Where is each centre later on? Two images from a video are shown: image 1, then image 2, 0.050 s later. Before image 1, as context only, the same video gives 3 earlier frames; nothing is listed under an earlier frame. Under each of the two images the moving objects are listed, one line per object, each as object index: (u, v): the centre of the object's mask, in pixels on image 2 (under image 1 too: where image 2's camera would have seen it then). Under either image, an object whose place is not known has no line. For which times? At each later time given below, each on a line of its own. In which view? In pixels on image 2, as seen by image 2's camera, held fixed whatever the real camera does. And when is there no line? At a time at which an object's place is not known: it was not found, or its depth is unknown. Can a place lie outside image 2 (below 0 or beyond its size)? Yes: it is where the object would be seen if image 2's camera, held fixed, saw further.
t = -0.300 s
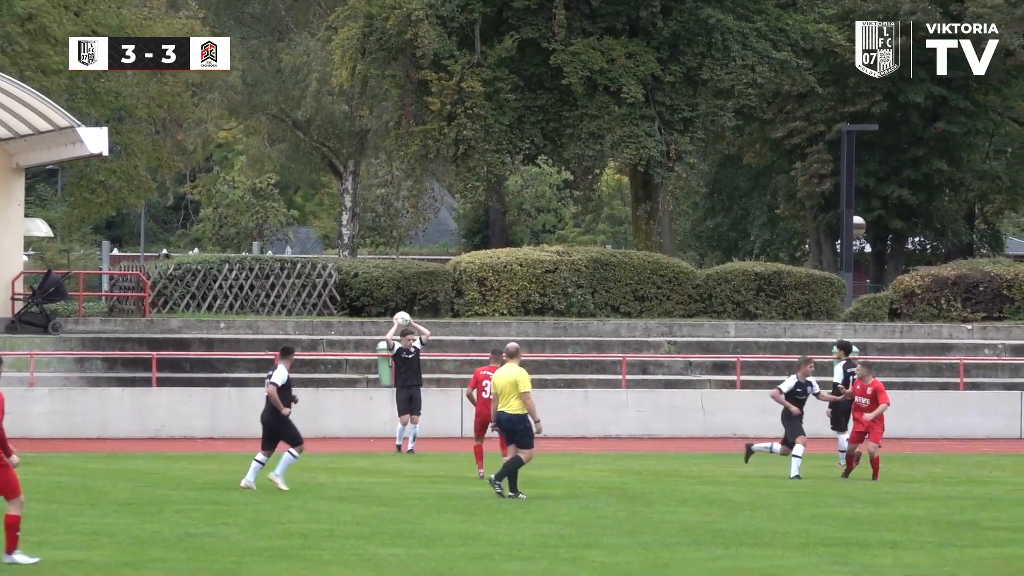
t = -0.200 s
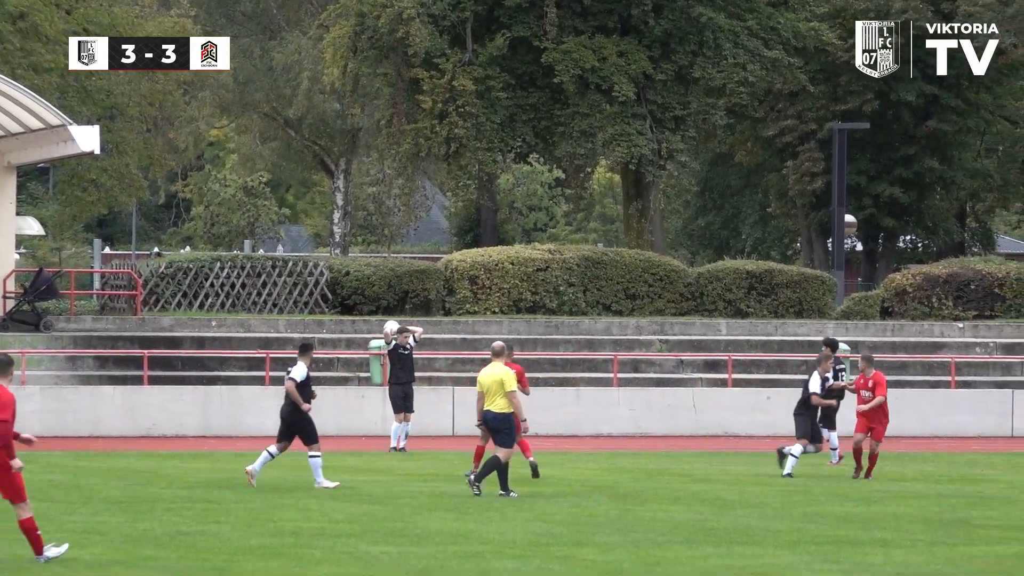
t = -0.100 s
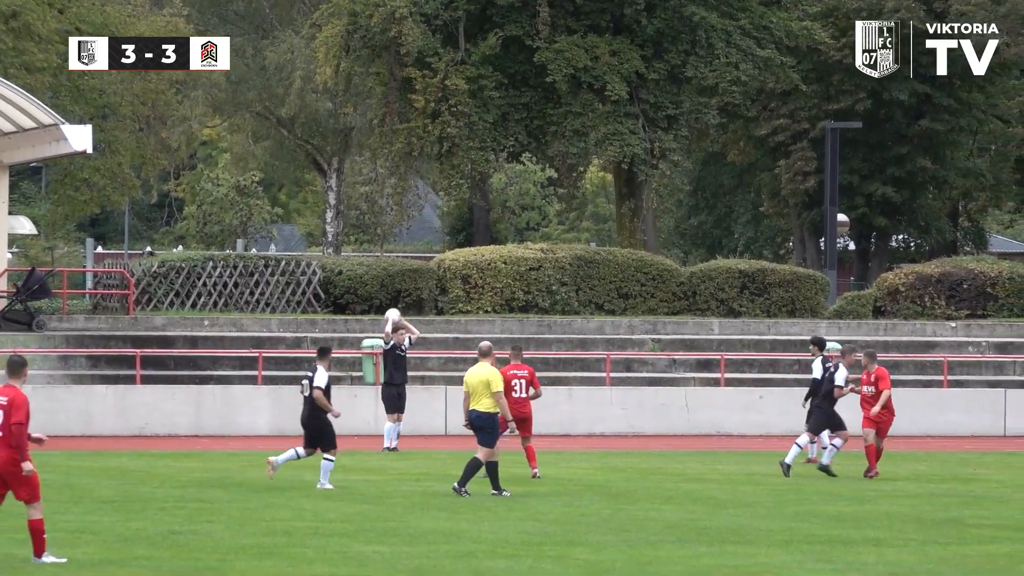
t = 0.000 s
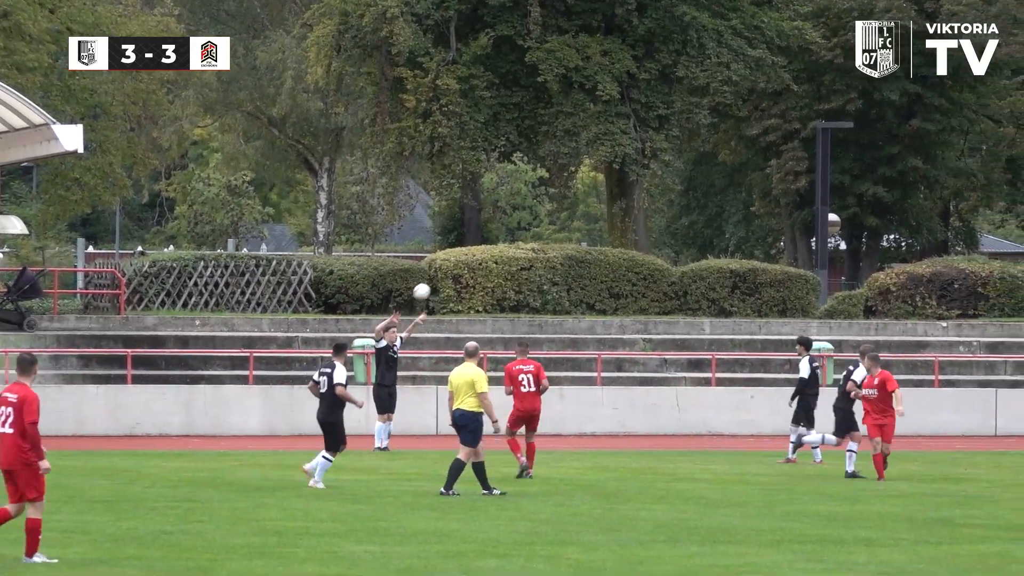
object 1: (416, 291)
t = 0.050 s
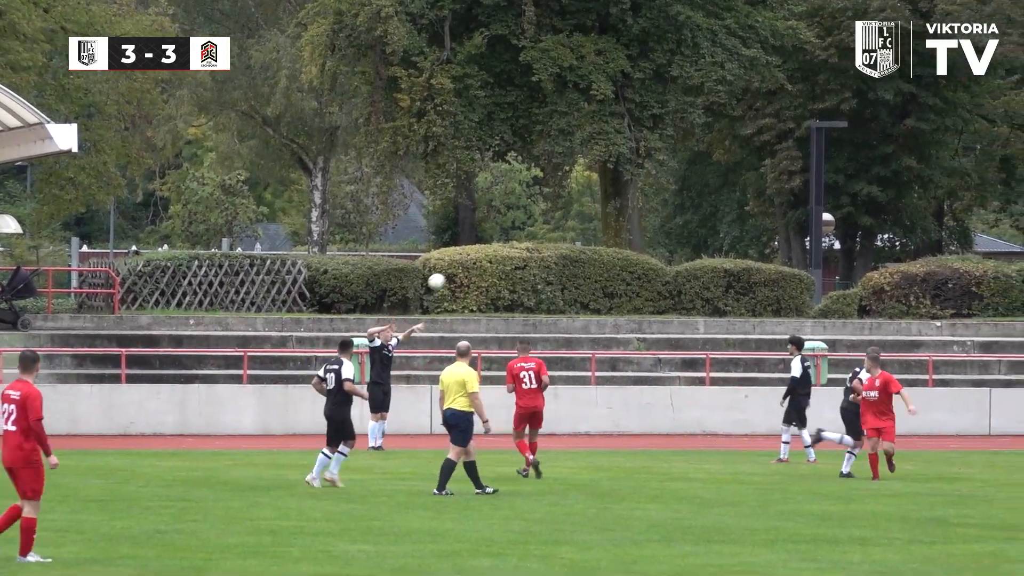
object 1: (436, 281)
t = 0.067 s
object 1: (440, 279)
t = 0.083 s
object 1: (448, 276)
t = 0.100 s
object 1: (456, 273)
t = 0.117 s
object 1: (460, 272)
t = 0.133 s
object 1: (468, 269)
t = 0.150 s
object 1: (476, 266)
